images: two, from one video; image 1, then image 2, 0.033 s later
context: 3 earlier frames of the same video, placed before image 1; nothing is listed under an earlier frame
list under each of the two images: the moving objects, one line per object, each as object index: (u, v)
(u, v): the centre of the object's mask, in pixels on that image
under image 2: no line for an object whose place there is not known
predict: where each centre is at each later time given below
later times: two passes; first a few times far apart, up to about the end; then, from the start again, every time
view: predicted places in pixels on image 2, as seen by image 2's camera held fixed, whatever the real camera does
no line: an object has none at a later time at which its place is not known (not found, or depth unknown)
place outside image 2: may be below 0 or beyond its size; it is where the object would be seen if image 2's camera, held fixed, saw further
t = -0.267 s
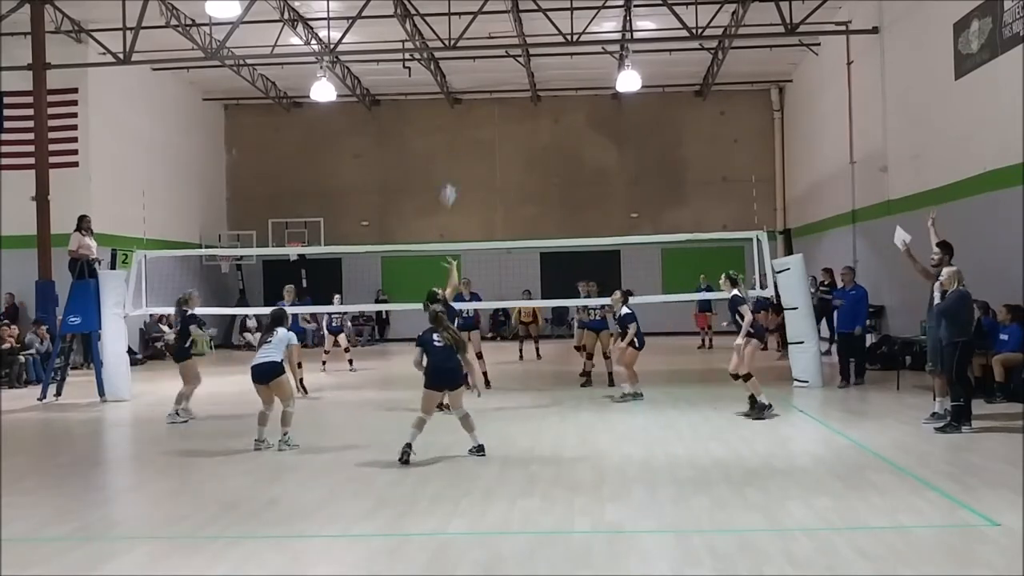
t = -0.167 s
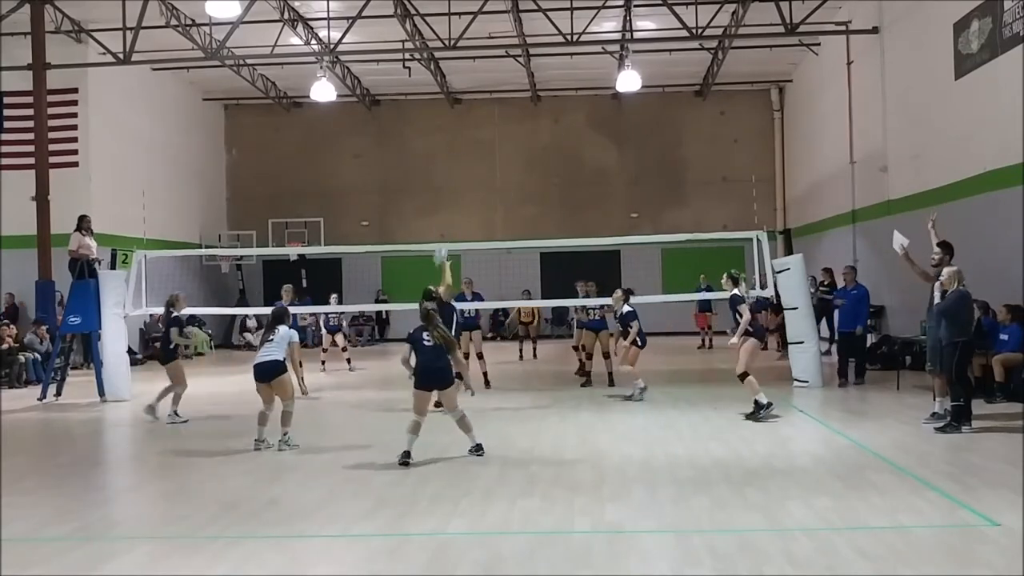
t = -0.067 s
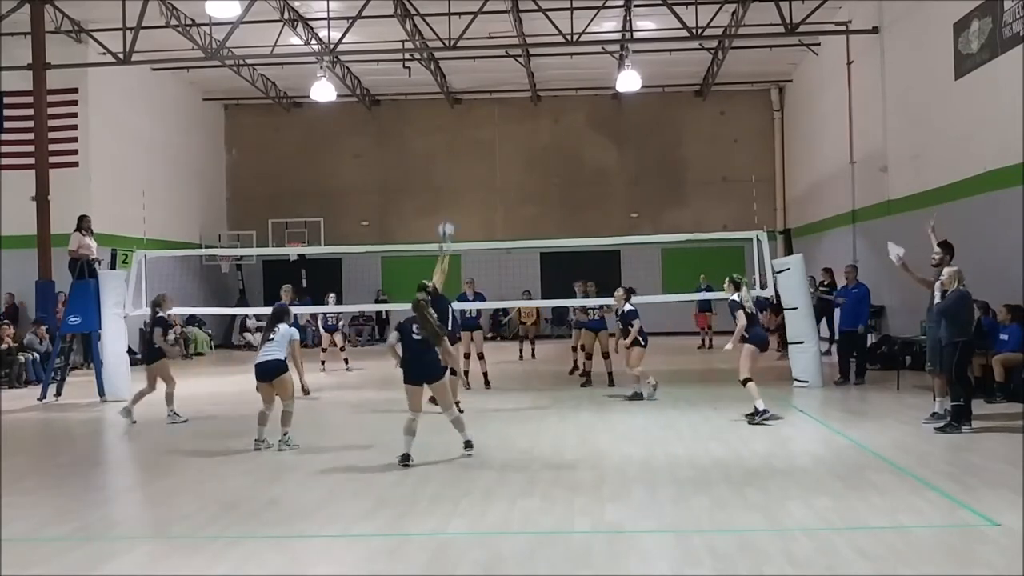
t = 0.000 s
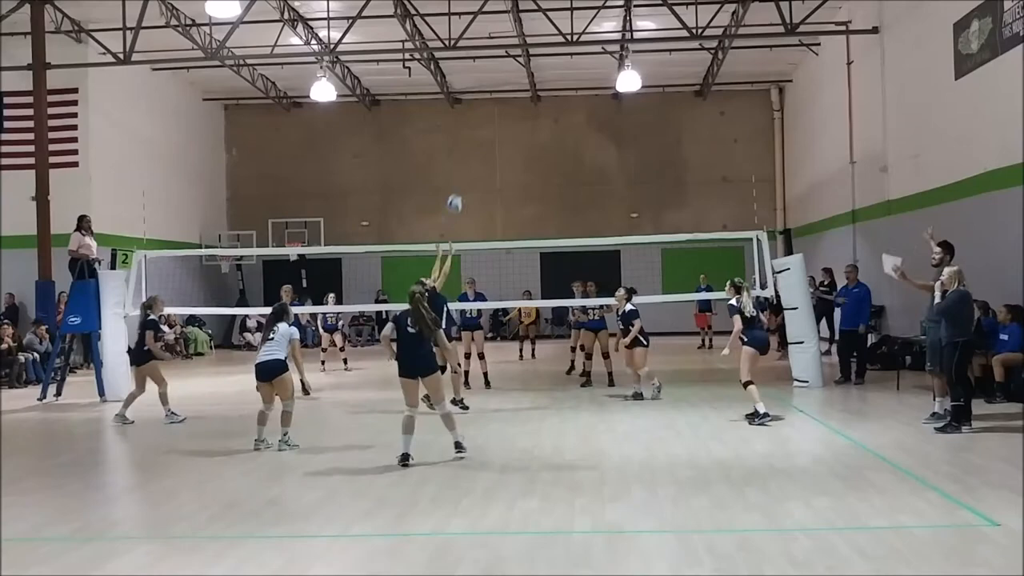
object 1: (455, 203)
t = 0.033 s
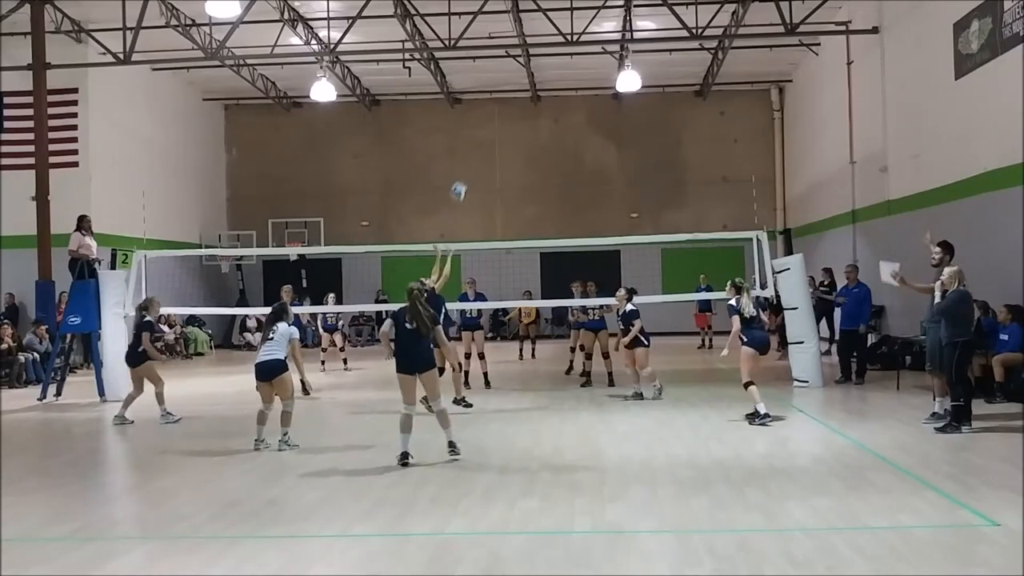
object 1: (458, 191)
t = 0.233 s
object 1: (486, 134)
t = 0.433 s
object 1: (513, 106)
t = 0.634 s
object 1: (540, 110)
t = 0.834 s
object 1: (568, 144)
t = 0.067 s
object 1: (463, 179)
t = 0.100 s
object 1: (467, 169)
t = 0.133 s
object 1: (472, 159)
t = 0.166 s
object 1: (477, 150)
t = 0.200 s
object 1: (481, 141)
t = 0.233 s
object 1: (486, 134)
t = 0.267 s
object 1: (490, 126)
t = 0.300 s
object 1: (494, 121)
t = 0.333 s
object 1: (499, 116)
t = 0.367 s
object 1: (504, 112)
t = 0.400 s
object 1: (508, 109)
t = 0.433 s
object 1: (513, 106)
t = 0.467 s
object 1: (517, 105)
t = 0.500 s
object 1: (522, 104)
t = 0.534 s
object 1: (526, 105)
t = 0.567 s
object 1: (531, 105)
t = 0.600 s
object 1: (535, 107)
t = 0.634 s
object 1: (540, 110)
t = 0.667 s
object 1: (545, 114)
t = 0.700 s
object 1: (550, 118)
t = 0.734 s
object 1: (554, 123)
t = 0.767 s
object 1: (559, 129)
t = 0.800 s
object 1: (563, 137)
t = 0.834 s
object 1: (568, 144)
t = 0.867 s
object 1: (572, 152)
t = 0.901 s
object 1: (577, 161)
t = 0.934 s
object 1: (581, 172)
